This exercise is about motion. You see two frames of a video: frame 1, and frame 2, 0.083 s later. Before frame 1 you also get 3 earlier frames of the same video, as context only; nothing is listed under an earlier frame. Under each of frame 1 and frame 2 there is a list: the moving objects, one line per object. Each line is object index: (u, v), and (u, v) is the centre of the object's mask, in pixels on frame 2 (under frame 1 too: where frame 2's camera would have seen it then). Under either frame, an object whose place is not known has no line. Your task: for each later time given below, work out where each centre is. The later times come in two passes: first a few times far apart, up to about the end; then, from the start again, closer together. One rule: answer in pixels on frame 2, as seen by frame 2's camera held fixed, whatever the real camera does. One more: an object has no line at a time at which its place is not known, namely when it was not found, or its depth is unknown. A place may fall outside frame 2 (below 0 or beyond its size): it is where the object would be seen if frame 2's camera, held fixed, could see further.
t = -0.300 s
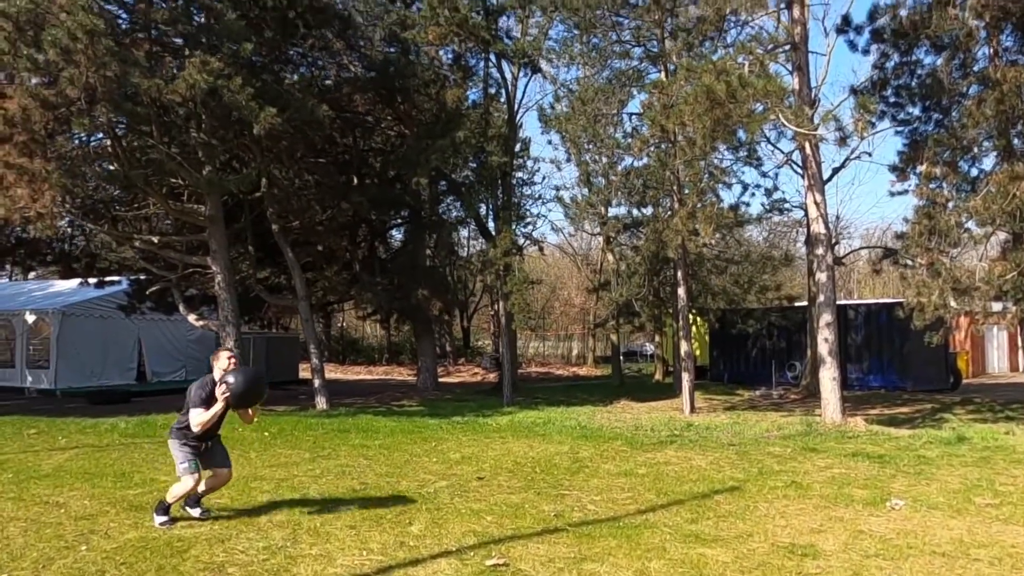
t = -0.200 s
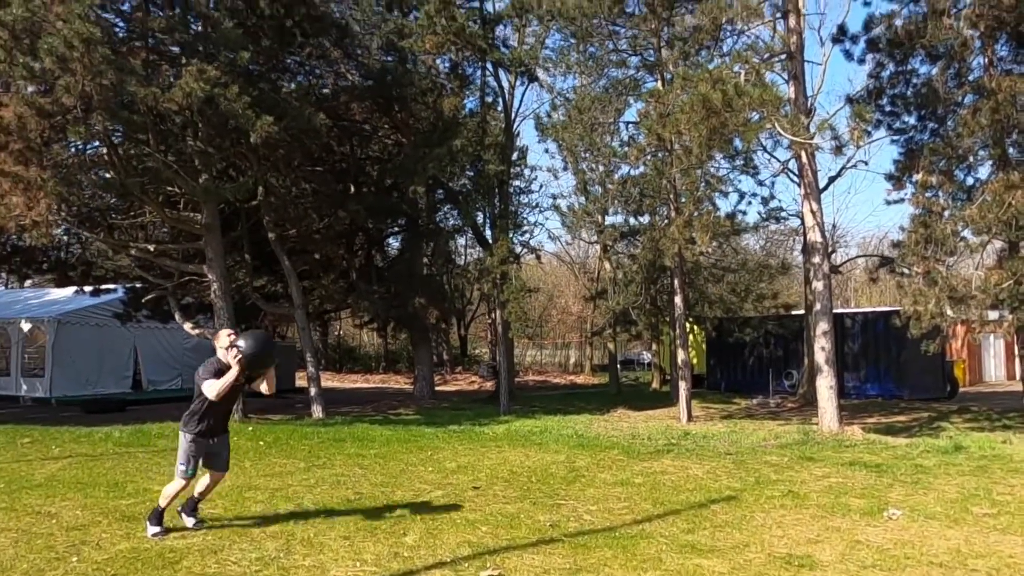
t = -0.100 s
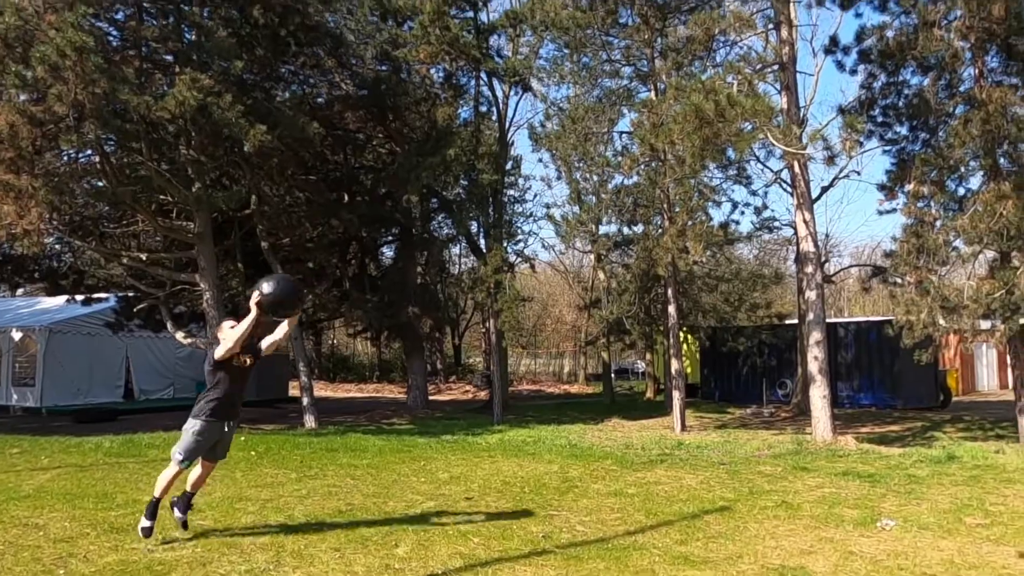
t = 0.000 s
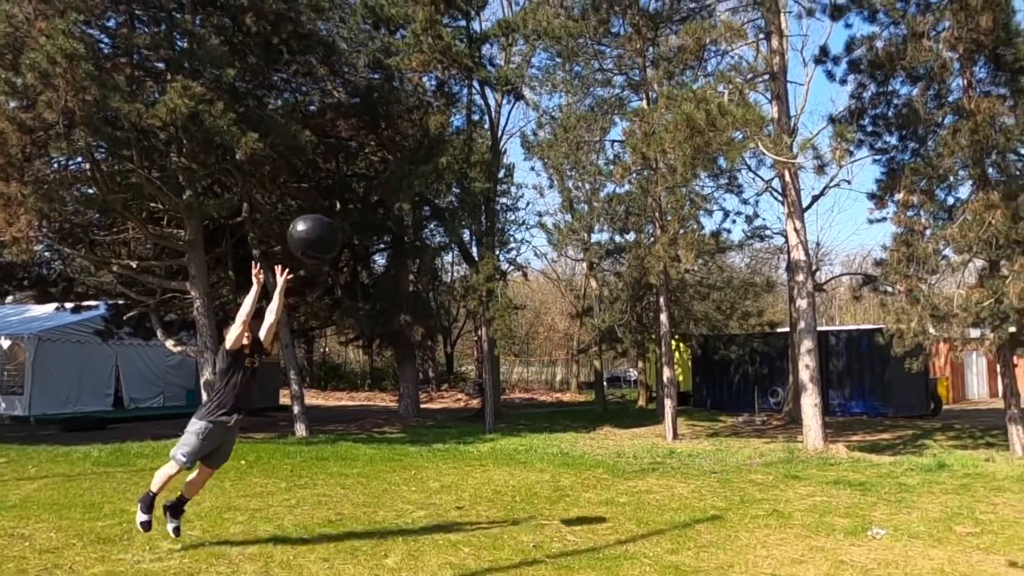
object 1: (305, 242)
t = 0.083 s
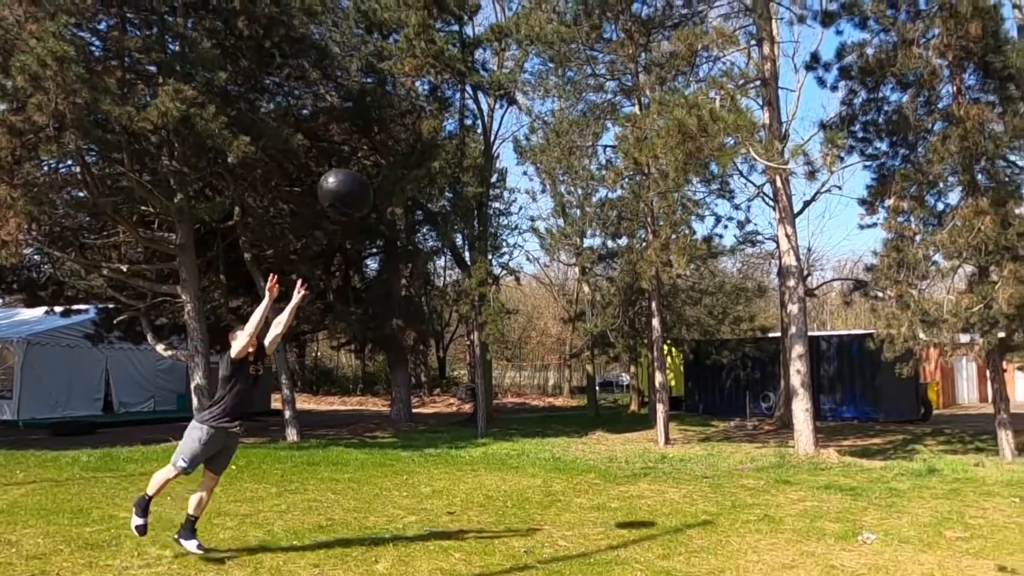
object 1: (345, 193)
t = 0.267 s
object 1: (437, 111)
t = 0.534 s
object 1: (592, 62)
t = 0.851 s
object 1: (825, 148)
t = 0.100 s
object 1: (350, 183)
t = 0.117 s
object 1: (357, 170)
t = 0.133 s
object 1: (362, 158)
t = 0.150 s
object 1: (375, 154)
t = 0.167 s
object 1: (384, 146)
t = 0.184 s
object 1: (394, 143)
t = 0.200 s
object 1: (402, 135)
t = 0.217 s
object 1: (412, 128)
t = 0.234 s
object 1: (421, 121)
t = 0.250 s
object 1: (429, 114)
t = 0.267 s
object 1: (437, 111)
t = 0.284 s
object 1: (447, 105)
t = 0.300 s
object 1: (456, 99)
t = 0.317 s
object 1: (464, 94)
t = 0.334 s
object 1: (473, 90)
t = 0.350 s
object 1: (483, 86)
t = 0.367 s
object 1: (493, 81)
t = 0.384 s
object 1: (502, 79)
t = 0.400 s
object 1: (511, 74)
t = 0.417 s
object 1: (521, 72)
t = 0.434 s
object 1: (530, 69)
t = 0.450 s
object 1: (540, 66)
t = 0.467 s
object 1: (551, 64)
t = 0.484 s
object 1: (561, 64)
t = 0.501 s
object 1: (571, 62)
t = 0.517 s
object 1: (582, 61)
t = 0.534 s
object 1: (592, 62)
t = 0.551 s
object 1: (603, 61)
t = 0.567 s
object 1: (614, 63)
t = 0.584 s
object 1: (625, 64)
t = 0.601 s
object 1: (636, 65)
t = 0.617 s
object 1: (648, 67)
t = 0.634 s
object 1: (660, 68)
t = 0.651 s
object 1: (671, 71)
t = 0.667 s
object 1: (683, 76)
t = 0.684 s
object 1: (695, 79)
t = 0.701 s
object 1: (707, 84)
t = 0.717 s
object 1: (719, 88)
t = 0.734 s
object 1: (731, 94)
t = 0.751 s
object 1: (744, 101)
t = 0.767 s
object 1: (756, 107)
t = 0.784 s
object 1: (771, 113)
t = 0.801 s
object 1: (784, 121)
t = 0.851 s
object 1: (825, 148)
